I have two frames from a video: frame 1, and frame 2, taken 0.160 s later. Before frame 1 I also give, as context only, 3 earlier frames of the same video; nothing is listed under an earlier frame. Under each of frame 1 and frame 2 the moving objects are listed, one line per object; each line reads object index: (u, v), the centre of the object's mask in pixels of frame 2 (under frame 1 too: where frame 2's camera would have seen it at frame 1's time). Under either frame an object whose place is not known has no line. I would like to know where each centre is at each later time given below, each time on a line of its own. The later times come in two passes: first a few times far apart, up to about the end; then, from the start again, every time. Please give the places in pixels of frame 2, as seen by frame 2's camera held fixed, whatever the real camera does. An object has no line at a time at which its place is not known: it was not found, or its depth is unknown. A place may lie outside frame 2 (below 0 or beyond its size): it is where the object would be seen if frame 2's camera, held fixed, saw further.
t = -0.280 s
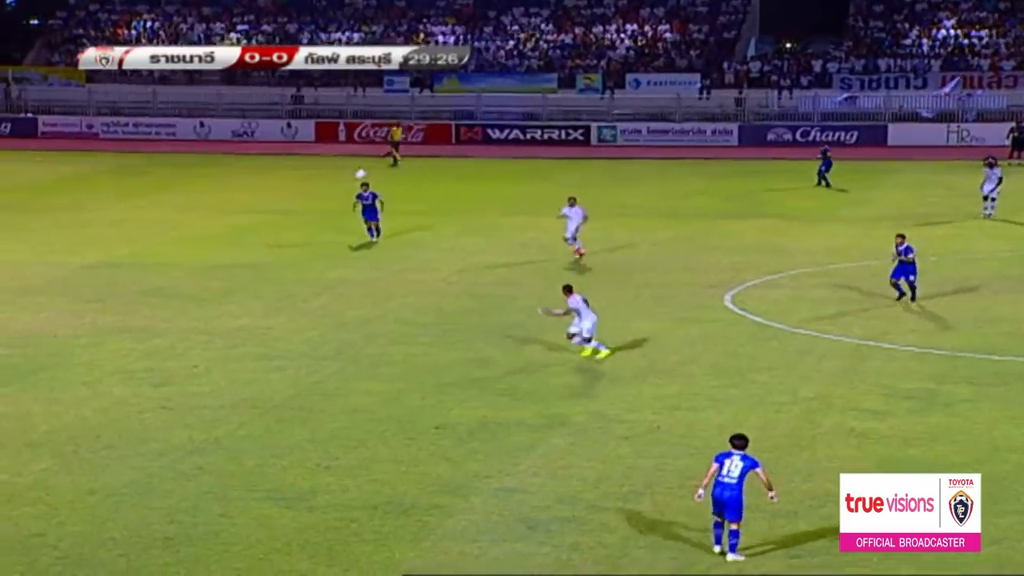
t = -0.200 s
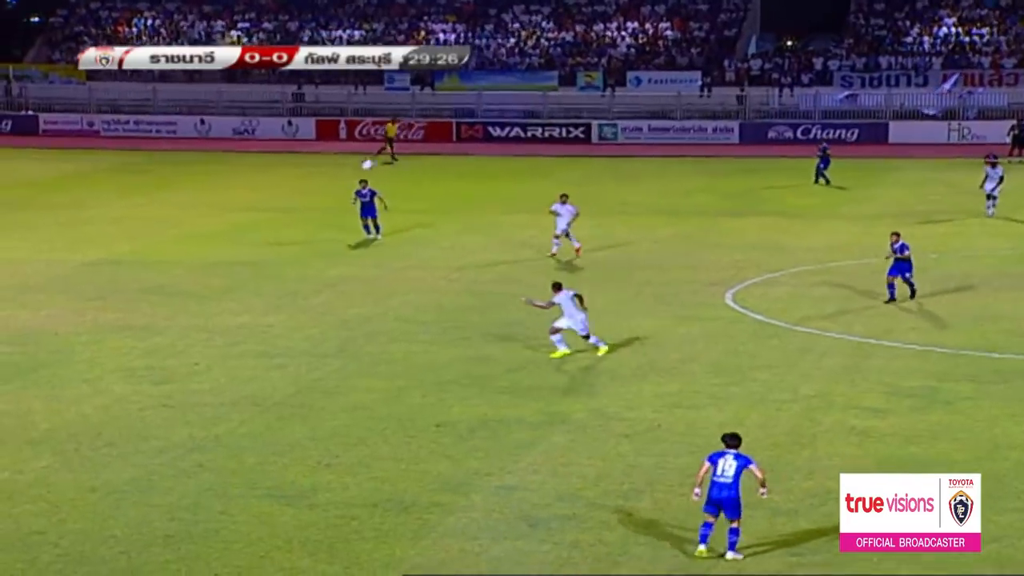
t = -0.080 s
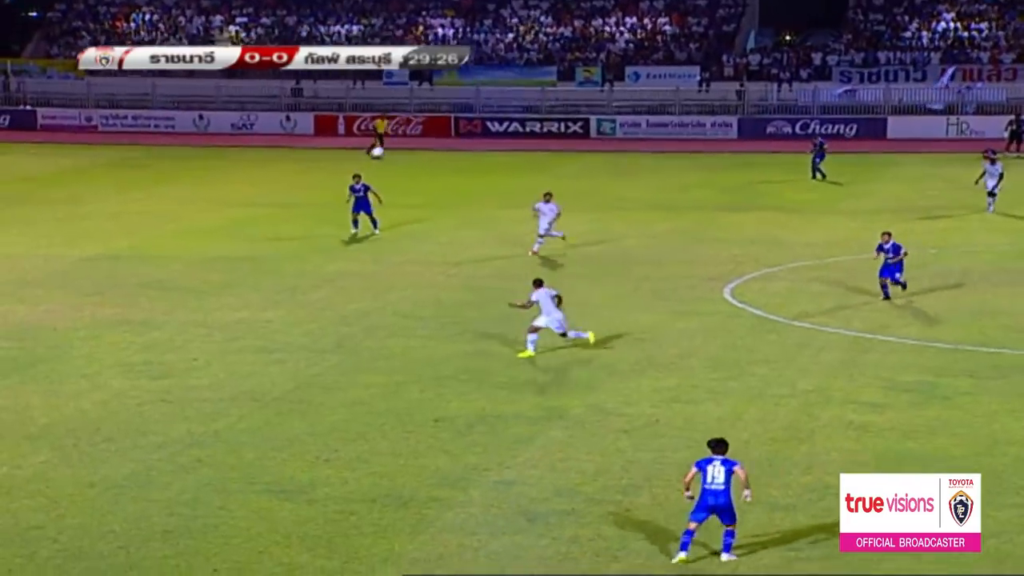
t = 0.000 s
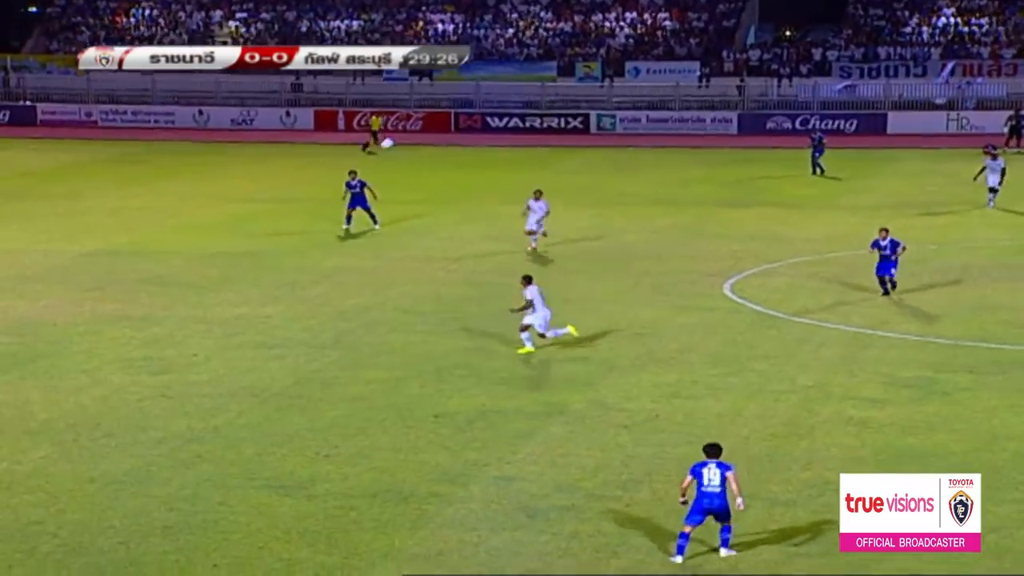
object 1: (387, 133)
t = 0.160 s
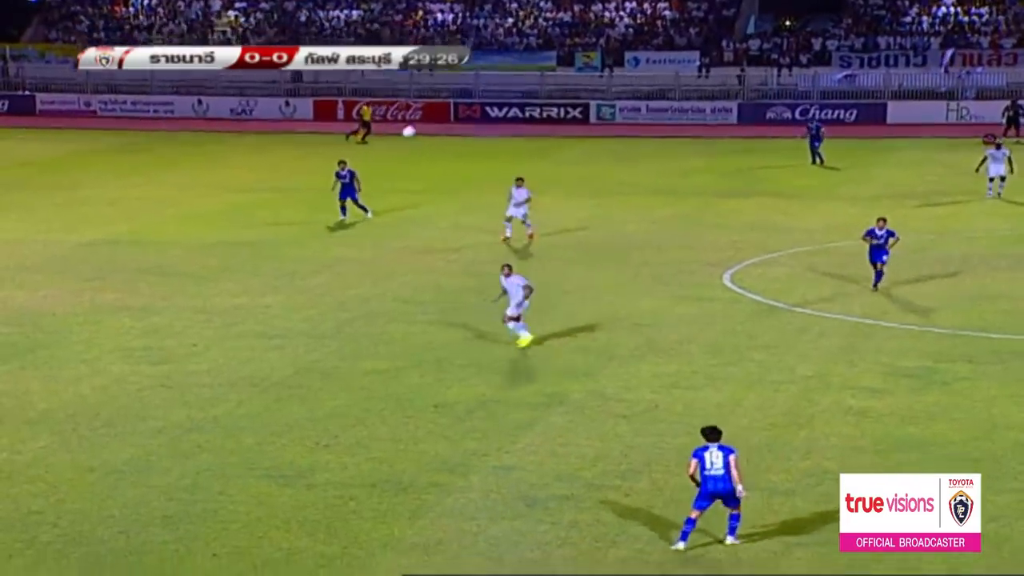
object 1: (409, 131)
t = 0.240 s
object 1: (423, 133)
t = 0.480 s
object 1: (470, 153)
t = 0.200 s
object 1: (416, 132)
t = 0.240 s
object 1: (423, 133)
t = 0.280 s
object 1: (429, 135)
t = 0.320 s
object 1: (437, 137)
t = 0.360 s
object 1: (444, 140)
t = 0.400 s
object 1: (453, 144)
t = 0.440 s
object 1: (461, 148)
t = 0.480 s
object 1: (470, 153)
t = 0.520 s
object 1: (480, 158)
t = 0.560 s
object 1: (489, 164)
